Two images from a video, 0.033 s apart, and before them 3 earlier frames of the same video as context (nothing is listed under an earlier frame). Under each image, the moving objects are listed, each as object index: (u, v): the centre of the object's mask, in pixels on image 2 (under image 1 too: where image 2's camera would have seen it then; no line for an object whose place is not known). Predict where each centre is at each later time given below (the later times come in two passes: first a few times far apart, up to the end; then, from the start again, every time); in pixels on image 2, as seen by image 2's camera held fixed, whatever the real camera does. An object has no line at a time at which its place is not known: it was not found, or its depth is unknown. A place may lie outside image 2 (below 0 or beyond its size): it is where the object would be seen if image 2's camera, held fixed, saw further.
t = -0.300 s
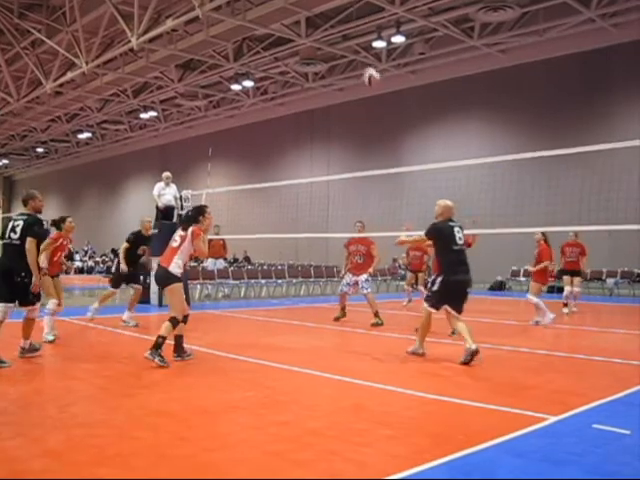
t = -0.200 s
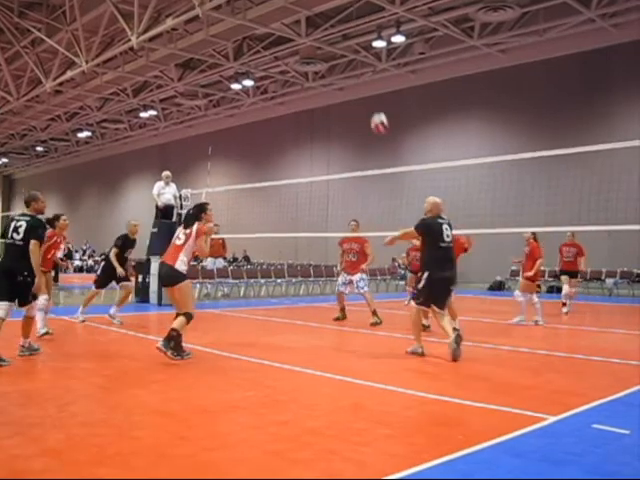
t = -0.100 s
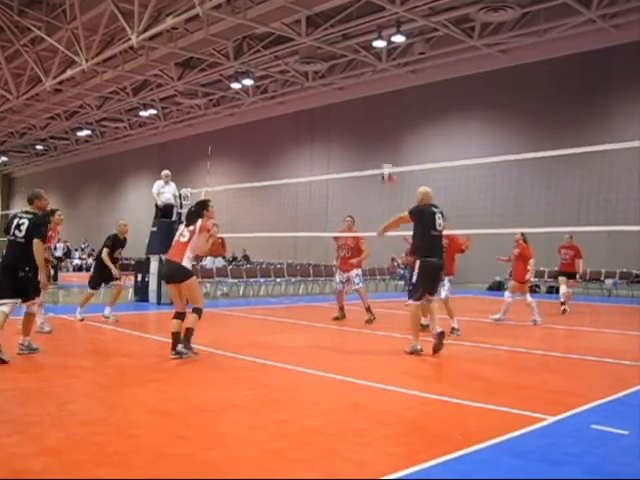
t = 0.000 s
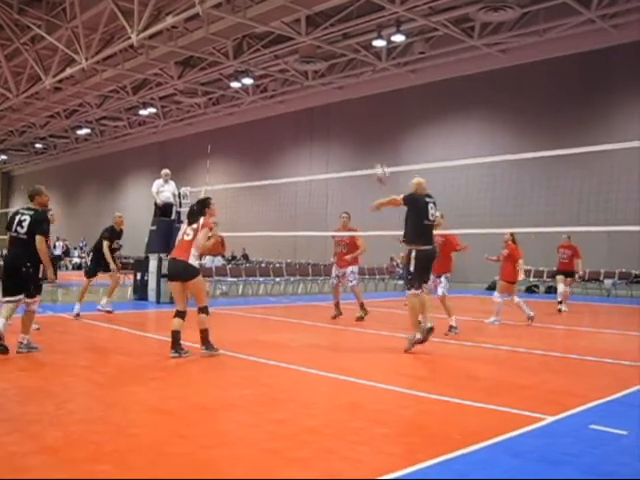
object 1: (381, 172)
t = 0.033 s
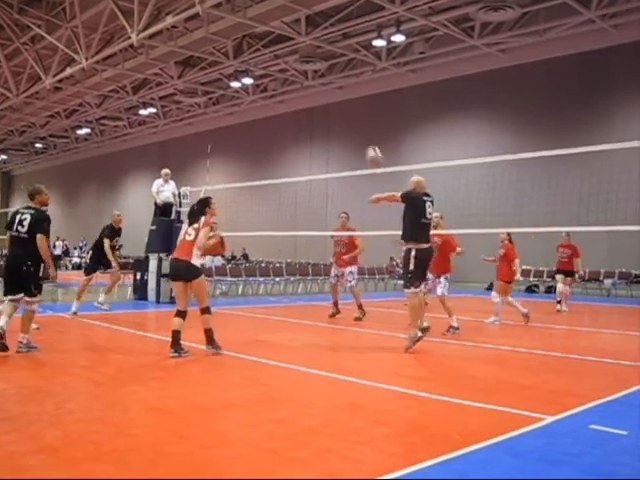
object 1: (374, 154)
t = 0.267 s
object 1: (330, 62)
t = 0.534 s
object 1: (285, 18)
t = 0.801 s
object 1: (244, 24)
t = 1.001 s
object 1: (215, 57)
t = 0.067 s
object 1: (367, 139)
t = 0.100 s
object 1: (361, 122)
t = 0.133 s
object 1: (354, 108)
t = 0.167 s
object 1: (348, 96)
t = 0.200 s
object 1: (342, 82)
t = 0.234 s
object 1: (335, 71)
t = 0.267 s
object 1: (330, 62)
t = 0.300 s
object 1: (323, 53)
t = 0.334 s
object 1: (318, 47)
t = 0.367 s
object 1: (312, 39)
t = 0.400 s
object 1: (306, 32)
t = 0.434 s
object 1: (301, 28)
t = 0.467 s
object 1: (296, 25)
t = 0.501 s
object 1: (290, 20)
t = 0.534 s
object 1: (285, 18)
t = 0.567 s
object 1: (279, 16)
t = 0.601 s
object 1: (274, 15)
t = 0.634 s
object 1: (268, 15)
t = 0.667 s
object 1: (264, 16)
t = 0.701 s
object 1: (259, 17)
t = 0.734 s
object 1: (254, 19)
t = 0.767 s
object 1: (249, 21)
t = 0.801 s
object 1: (244, 24)
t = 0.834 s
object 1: (239, 27)
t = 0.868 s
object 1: (234, 32)
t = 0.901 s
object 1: (229, 36)
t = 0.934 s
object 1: (224, 43)
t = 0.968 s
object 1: (219, 49)
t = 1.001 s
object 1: (215, 57)
